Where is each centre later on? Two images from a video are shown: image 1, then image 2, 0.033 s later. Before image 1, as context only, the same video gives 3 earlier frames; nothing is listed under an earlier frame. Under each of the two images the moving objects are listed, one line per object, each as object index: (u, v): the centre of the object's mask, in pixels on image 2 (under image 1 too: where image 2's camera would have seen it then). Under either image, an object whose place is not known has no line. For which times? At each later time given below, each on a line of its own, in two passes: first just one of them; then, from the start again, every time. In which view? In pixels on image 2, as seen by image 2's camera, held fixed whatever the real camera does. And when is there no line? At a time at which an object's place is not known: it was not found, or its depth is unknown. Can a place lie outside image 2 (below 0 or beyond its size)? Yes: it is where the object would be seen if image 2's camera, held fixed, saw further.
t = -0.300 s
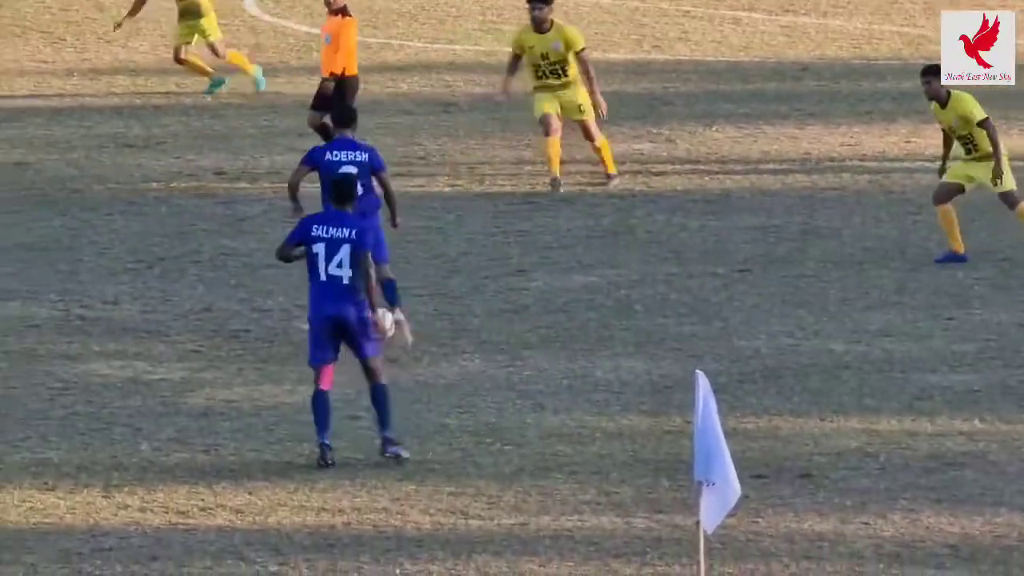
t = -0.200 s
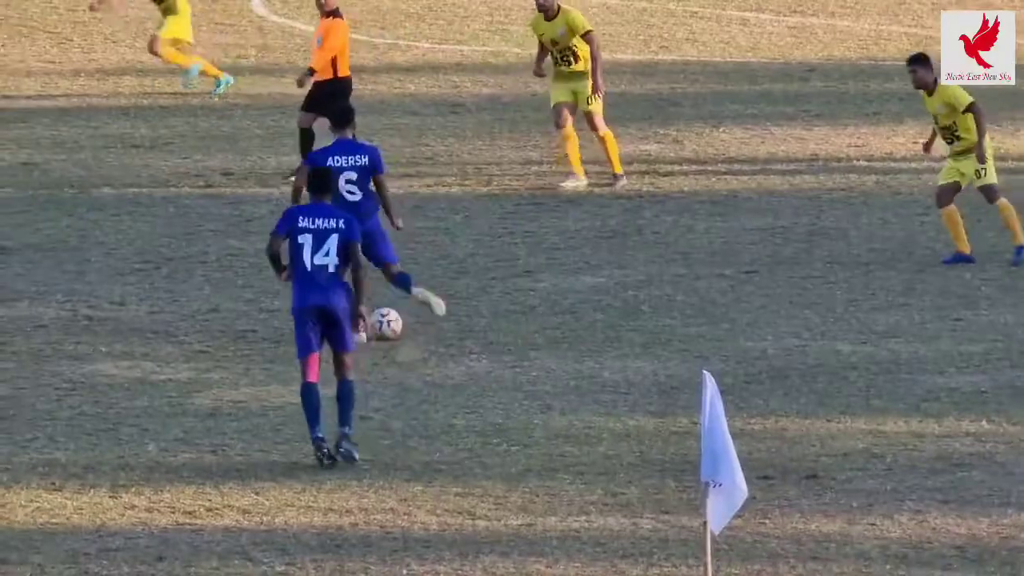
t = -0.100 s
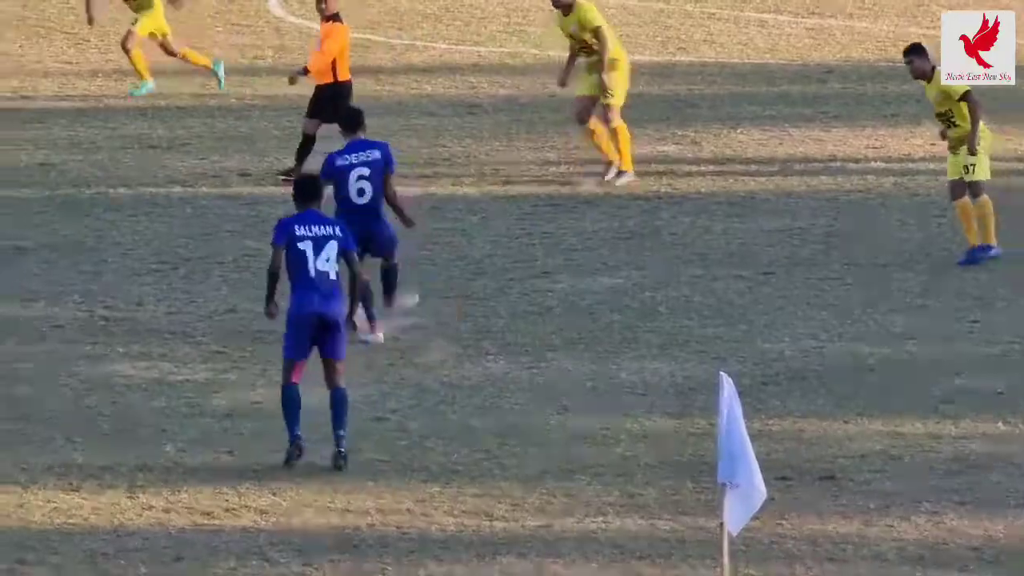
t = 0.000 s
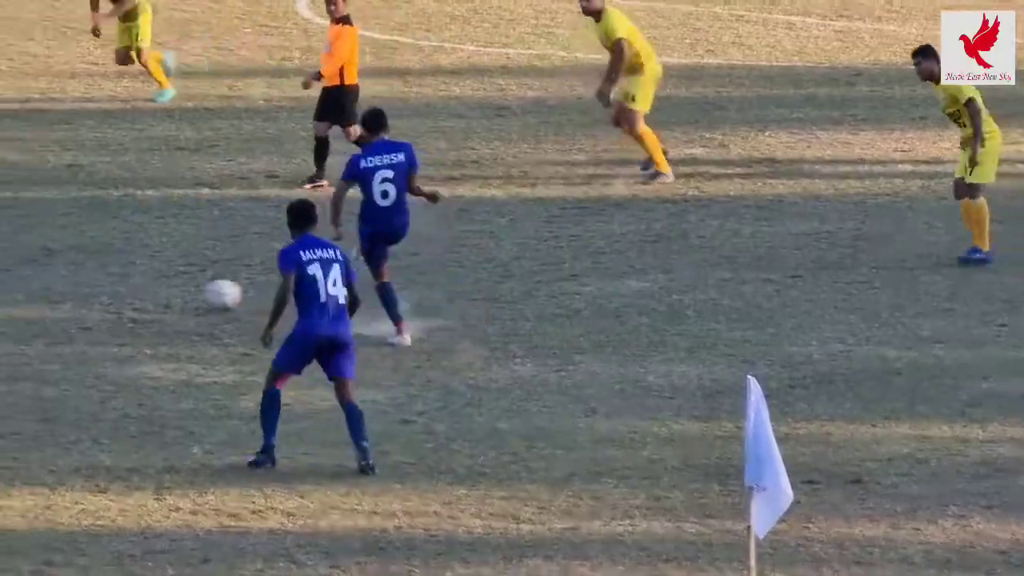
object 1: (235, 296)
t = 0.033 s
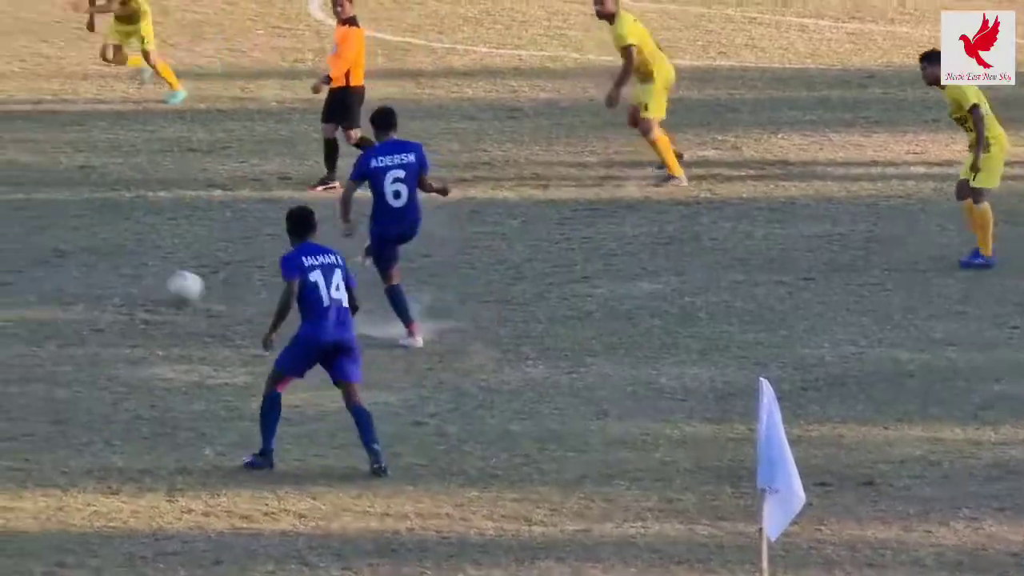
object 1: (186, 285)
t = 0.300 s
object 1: (-160, 228)
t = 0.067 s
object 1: (140, 274)
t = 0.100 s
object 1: (94, 265)
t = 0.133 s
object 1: (49, 257)
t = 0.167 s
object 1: (4, 254)
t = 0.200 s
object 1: (-40, 251)
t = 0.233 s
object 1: (-85, 250)
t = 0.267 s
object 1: (-125, 244)
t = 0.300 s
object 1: (-160, 228)
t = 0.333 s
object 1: (-198, 218)
